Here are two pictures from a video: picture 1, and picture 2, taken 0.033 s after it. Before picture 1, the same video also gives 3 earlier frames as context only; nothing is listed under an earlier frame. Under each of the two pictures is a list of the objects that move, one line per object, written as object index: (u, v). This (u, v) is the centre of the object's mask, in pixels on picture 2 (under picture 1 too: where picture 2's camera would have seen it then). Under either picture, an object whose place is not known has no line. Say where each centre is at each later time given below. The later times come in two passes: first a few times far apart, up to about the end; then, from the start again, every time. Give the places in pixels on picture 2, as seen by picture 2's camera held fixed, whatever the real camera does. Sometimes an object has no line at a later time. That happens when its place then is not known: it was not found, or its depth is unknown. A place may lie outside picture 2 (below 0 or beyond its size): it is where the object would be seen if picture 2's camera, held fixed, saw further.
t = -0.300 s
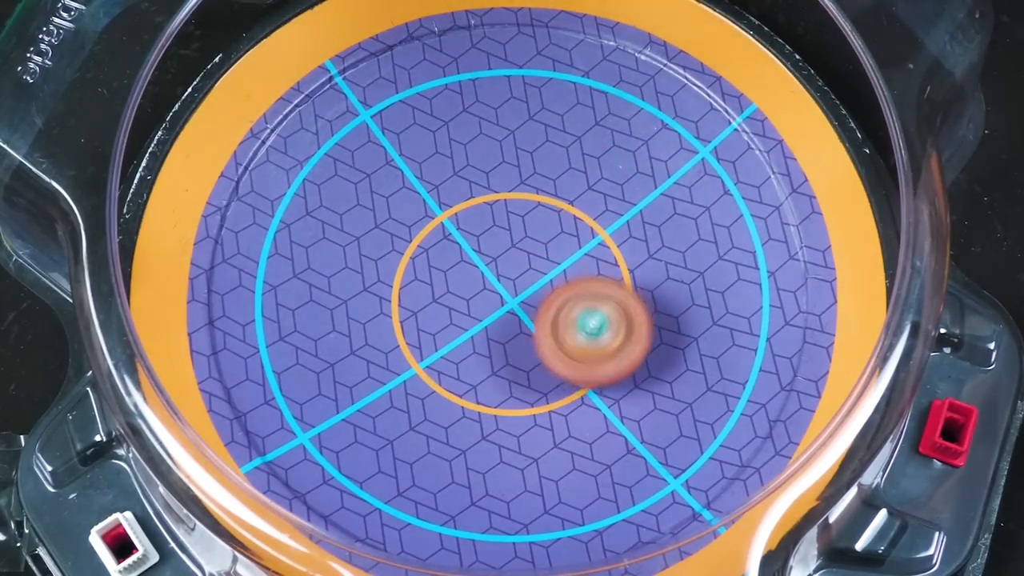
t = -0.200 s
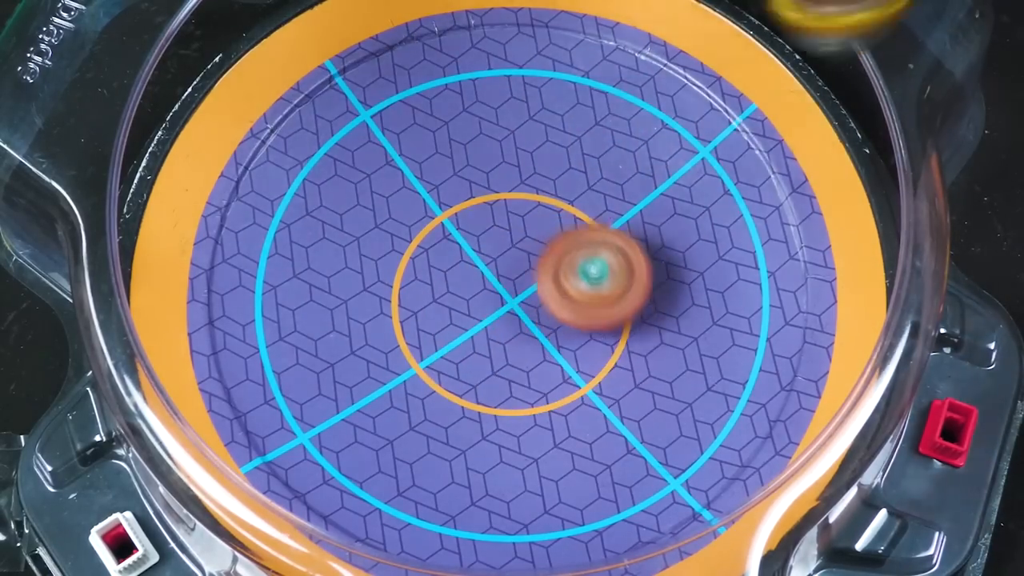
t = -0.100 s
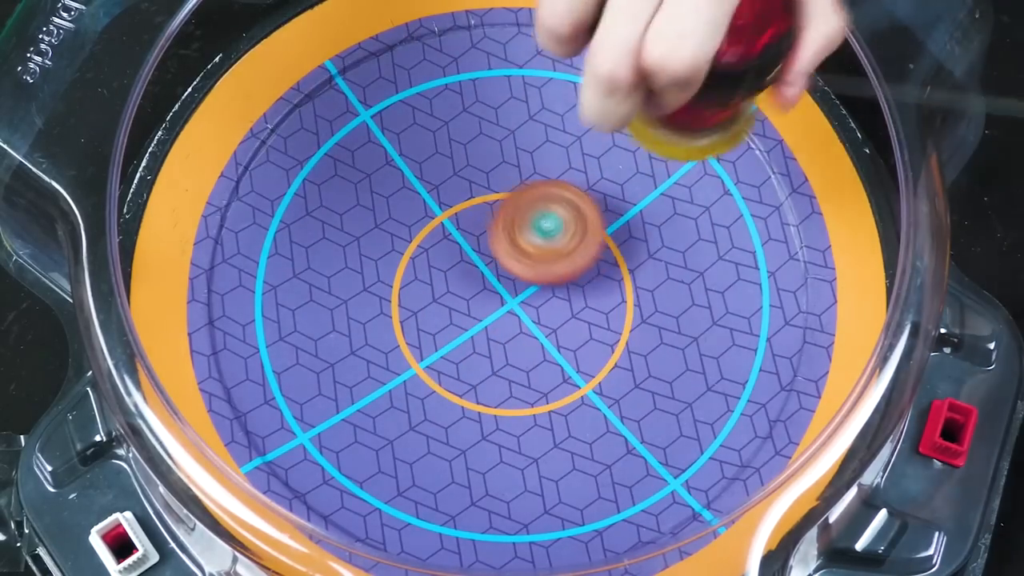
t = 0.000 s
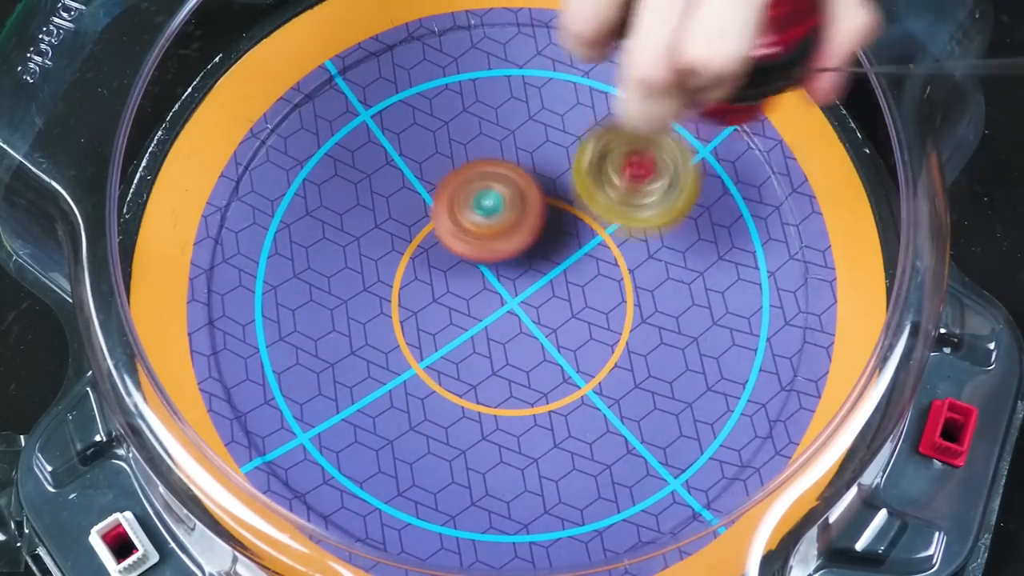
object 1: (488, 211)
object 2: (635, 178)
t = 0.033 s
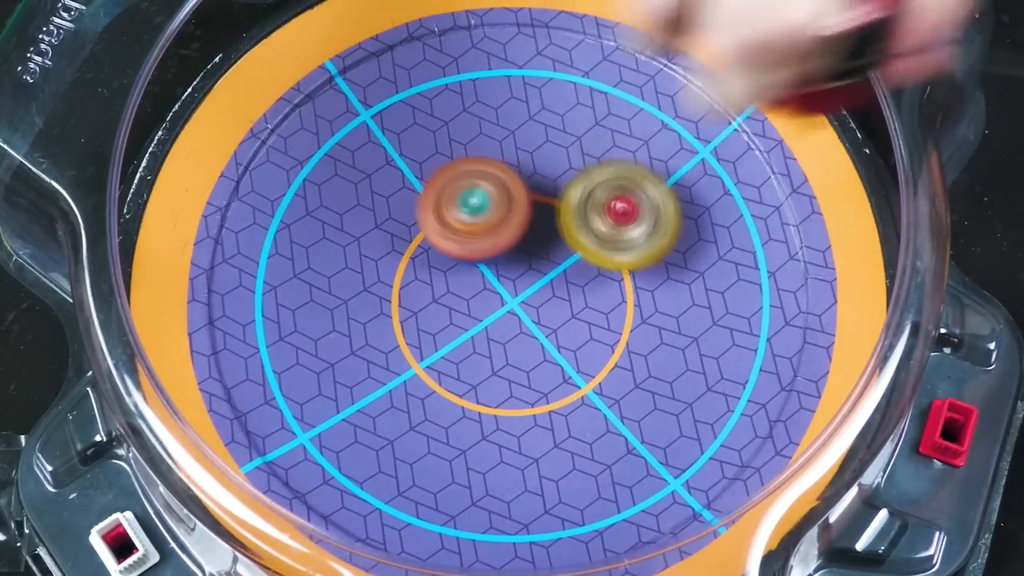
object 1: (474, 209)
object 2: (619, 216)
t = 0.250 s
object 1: (415, 237)
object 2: (537, 282)
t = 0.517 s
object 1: (421, 283)
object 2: (592, 369)
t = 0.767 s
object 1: (484, 276)
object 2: (670, 288)
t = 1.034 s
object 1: (479, 266)
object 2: (608, 202)
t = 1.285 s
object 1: (380, 281)
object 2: (636, 209)
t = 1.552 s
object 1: (473, 336)
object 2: (594, 225)
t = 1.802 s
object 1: (488, 323)
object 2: (629, 253)
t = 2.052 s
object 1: (435, 316)
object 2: (641, 267)
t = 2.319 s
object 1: (458, 358)
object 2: (565, 262)
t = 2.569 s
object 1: (436, 318)
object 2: (563, 292)
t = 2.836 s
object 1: (452, 299)
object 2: (599, 294)
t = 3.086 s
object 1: (429, 270)
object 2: (556, 313)
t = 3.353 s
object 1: (418, 242)
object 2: (521, 314)
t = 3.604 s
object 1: (393, 173)
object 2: (570, 358)
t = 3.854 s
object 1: (432, 230)
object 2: (531, 301)
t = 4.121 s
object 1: (467, 171)
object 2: (549, 300)
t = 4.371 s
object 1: (485, 165)
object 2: (544, 299)
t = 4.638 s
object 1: (503, 194)
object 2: (536, 312)
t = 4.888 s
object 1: (526, 179)
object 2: (524, 333)
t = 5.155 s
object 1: (535, 168)
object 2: (506, 349)
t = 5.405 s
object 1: (542, 203)
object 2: (499, 333)
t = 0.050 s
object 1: (469, 209)
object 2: (610, 210)
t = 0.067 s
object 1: (464, 210)
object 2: (600, 205)
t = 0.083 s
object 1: (461, 212)
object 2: (588, 201)
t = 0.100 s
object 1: (458, 215)
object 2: (577, 201)
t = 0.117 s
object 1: (453, 218)
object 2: (566, 204)
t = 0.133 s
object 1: (449, 223)
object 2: (554, 210)
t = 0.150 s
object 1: (443, 228)
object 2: (545, 218)
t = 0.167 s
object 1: (437, 228)
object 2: (542, 223)
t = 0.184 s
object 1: (431, 229)
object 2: (541, 229)
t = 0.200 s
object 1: (426, 230)
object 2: (541, 239)
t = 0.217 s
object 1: (422, 232)
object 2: (539, 252)
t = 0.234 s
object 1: (418, 234)
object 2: (538, 265)
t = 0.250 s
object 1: (415, 237)
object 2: (537, 282)
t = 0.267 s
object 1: (412, 239)
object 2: (536, 289)
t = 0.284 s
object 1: (411, 243)
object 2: (534, 296)
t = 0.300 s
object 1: (410, 246)
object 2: (531, 305)
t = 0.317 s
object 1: (409, 251)
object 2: (530, 317)
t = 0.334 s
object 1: (410, 256)
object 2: (529, 323)
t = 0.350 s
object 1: (411, 262)
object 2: (528, 329)
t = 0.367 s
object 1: (413, 268)
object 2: (527, 334)
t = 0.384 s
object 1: (416, 275)
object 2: (527, 338)
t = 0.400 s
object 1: (420, 282)
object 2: (528, 340)
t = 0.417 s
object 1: (421, 286)
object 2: (533, 345)
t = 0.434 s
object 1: (418, 285)
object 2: (543, 353)
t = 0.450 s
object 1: (416, 285)
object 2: (553, 359)
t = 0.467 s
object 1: (417, 285)
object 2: (563, 363)
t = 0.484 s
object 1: (417, 284)
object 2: (573, 366)
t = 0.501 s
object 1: (419, 284)
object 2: (582, 368)
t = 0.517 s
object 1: (421, 283)
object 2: (592, 369)
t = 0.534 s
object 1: (425, 282)
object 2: (601, 368)
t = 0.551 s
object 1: (429, 281)
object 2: (609, 366)
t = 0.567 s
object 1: (434, 280)
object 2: (618, 363)
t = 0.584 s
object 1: (439, 280)
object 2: (627, 359)
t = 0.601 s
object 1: (444, 279)
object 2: (636, 354)
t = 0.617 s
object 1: (449, 278)
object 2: (643, 348)
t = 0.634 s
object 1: (454, 278)
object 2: (650, 341)
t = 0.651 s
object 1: (460, 278)
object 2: (656, 335)
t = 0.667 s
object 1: (465, 277)
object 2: (661, 327)
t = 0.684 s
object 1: (469, 277)
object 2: (665, 320)
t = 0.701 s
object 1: (473, 276)
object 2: (668, 314)
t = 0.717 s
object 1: (476, 277)
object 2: (669, 307)
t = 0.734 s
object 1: (479, 276)
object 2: (671, 300)
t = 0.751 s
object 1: (482, 276)
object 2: (671, 294)
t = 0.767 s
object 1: (484, 276)
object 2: (670, 288)
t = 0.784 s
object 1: (486, 275)
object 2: (669, 282)
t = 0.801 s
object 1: (487, 275)
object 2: (667, 276)
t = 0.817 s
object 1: (488, 275)
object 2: (665, 270)
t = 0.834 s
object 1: (488, 274)
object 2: (662, 264)
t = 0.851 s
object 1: (489, 274)
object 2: (659, 258)
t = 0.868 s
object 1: (488, 273)
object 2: (654, 252)
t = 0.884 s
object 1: (488, 272)
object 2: (650, 247)
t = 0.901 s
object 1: (488, 272)
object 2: (646, 241)
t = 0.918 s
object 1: (487, 271)
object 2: (642, 235)
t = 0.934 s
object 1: (487, 271)
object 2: (637, 230)
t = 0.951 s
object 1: (485, 270)
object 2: (633, 225)
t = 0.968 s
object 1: (484, 269)
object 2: (628, 220)
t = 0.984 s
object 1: (482, 268)
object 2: (622, 215)
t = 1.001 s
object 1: (481, 267)
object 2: (617, 210)
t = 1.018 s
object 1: (480, 267)
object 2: (612, 206)
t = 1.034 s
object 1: (479, 266)
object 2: (608, 202)
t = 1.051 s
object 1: (477, 265)
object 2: (604, 200)
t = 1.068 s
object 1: (476, 264)
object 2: (599, 198)
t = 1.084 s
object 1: (476, 263)
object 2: (595, 197)
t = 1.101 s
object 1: (474, 262)
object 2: (591, 197)
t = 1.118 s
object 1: (474, 261)
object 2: (587, 199)
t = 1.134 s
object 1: (473, 260)
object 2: (583, 202)
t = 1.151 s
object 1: (467, 260)
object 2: (584, 205)
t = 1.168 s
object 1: (450, 263)
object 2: (596, 205)
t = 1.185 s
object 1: (433, 265)
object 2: (607, 205)
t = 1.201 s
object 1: (420, 267)
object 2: (616, 205)
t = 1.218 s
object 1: (408, 269)
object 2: (624, 206)
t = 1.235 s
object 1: (399, 272)
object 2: (629, 207)
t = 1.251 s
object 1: (391, 274)
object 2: (634, 208)
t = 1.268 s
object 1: (385, 278)
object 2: (636, 209)
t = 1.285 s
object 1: (380, 281)
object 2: (636, 209)
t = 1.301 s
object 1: (377, 284)
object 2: (636, 210)
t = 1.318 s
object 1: (376, 288)
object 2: (635, 210)
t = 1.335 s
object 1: (375, 292)
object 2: (633, 209)
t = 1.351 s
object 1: (377, 295)
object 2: (631, 209)
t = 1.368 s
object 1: (380, 299)
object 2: (629, 208)
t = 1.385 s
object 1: (384, 303)
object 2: (626, 206)
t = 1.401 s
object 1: (390, 308)
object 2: (622, 206)
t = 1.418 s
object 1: (396, 312)
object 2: (619, 204)
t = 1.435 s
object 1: (404, 316)
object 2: (616, 205)
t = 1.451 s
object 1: (412, 319)
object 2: (613, 206)
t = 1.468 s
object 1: (421, 324)
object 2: (610, 208)
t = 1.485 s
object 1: (431, 327)
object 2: (607, 209)
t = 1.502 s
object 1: (441, 331)
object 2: (604, 212)
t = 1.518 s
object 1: (452, 334)
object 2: (601, 216)
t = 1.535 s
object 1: (462, 335)
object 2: (598, 220)
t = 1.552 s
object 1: (473, 336)
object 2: (594, 225)
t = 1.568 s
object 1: (484, 335)
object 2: (591, 231)
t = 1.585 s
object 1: (495, 333)
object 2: (588, 238)
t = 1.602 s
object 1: (502, 331)
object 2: (587, 243)
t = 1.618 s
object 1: (499, 334)
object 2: (596, 243)
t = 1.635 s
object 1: (497, 337)
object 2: (605, 241)
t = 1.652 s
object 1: (494, 340)
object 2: (612, 241)
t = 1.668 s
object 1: (490, 341)
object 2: (618, 241)
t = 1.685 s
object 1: (486, 341)
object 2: (623, 242)
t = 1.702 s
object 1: (483, 339)
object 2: (628, 243)
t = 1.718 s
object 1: (480, 337)
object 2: (630, 244)
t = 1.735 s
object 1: (480, 335)
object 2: (632, 246)
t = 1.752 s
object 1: (480, 332)
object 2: (633, 247)
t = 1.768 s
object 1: (482, 330)
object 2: (632, 249)
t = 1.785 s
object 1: (484, 326)
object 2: (631, 251)
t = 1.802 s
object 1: (488, 323)
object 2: (629, 253)
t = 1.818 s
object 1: (491, 319)
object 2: (626, 256)
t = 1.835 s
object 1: (494, 315)
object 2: (623, 257)
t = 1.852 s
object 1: (497, 311)
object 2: (619, 259)
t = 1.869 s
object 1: (498, 308)
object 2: (616, 261)
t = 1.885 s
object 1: (489, 306)
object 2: (621, 260)
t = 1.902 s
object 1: (479, 304)
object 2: (629, 259)
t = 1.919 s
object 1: (469, 303)
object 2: (636, 260)
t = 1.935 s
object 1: (462, 302)
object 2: (641, 259)
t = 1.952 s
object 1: (455, 302)
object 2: (645, 260)
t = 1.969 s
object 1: (448, 303)
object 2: (648, 261)
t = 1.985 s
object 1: (444, 304)
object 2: (649, 262)
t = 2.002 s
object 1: (441, 306)
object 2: (648, 263)
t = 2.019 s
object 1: (438, 309)
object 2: (647, 264)
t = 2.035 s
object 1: (436, 312)
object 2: (644, 266)
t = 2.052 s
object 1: (435, 316)
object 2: (641, 267)
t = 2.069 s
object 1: (434, 320)
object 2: (637, 268)
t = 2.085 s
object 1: (434, 323)
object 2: (631, 269)
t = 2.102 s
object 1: (436, 327)
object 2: (626, 270)
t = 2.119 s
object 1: (439, 330)
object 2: (620, 271)
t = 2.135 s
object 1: (442, 333)
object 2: (613, 271)
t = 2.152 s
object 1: (445, 335)
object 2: (606, 271)
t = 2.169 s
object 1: (449, 337)
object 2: (599, 271)
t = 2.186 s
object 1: (454, 339)
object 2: (592, 270)
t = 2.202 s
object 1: (459, 341)
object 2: (585, 269)
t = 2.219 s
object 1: (463, 342)
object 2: (578, 269)
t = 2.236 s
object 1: (467, 344)
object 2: (572, 268)
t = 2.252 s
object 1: (470, 345)
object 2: (566, 268)
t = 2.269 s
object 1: (469, 349)
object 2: (565, 267)
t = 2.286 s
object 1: (465, 352)
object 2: (565, 265)
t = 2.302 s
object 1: (462, 355)
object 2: (565, 263)
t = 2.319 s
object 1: (458, 358)
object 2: (565, 262)
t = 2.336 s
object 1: (455, 359)
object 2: (565, 262)
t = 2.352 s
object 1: (451, 361)
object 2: (564, 263)
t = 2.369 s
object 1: (447, 361)
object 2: (564, 264)
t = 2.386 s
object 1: (445, 360)
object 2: (562, 266)
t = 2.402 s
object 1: (442, 358)
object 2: (562, 268)
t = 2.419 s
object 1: (439, 356)
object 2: (561, 271)
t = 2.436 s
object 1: (437, 354)
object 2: (561, 274)
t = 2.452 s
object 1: (435, 350)
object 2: (561, 278)
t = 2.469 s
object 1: (434, 347)
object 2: (560, 282)
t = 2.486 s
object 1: (433, 343)
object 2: (561, 285)
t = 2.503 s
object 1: (433, 338)
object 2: (561, 287)
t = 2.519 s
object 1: (432, 333)
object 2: (562, 289)
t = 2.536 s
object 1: (433, 328)
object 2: (563, 290)
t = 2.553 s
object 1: (434, 323)
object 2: (563, 291)
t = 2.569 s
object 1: (436, 318)
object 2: (563, 292)
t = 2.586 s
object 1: (439, 314)
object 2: (564, 292)
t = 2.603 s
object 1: (438, 309)
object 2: (567, 292)
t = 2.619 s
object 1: (436, 306)
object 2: (572, 292)
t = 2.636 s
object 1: (435, 303)
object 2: (576, 292)
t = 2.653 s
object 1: (434, 300)
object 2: (581, 292)
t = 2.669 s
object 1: (434, 299)
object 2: (585, 293)
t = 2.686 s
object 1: (435, 297)
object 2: (588, 293)
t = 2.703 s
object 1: (437, 296)
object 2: (591, 292)
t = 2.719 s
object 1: (438, 296)
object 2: (594, 292)
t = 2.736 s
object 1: (441, 296)
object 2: (596, 292)
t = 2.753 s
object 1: (443, 296)
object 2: (598, 292)
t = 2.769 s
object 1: (446, 297)
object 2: (599, 292)
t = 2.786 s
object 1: (448, 299)
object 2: (600, 292)
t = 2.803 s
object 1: (449, 300)
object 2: (600, 292)
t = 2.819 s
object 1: (451, 300)
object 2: (600, 293)
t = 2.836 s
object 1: (452, 299)
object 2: (599, 294)
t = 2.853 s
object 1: (452, 298)
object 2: (598, 295)
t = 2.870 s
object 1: (453, 297)
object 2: (597, 297)
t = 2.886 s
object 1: (452, 295)
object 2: (595, 298)
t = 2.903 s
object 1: (451, 293)
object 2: (593, 299)
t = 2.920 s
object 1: (449, 291)
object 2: (591, 300)
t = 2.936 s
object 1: (447, 289)
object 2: (589, 302)
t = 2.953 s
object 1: (445, 286)
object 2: (586, 304)
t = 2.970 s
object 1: (442, 283)
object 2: (583, 305)
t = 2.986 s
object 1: (439, 280)
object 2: (579, 307)
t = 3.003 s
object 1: (437, 278)
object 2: (576, 308)
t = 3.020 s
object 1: (435, 275)
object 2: (571, 309)
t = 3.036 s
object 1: (434, 273)
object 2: (567, 310)
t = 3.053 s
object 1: (432, 272)
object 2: (564, 311)
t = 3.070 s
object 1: (431, 271)
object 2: (560, 312)
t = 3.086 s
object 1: (429, 270)
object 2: (556, 313)
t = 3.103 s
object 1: (428, 269)
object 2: (552, 313)
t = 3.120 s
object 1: (427, 268)
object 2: (548, 313)
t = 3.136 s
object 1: (426, 267)
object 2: (544, 314)
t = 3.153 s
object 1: (426, 266)
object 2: (540, 314)
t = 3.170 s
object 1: (425, 266)
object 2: (536, 314)
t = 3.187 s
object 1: (422, 263)
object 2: (535, 316)
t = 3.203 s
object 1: (419, 259)
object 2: (535, 318)
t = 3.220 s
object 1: (416, 256)
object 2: (533, 319)
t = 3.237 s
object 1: (414, 253)
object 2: (532, 319)
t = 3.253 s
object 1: (413, 250)
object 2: (530, 319)
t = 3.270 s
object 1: (412, 248)
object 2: (529, 319)
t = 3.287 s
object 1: (413, 246)
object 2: (527, 319)
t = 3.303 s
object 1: (413, 245)
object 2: (525, 318)
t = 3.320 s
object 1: (415, 243)
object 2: (524, 317)
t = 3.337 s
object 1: (416, 242)
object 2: (522, 315)
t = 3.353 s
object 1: (418, 242)
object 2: (521, 314)
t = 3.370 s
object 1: (420, 240)
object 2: (520, 313)
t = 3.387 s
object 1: (415, 231)
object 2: (527, 320)
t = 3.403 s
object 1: (408, 218)
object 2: (537, 330)
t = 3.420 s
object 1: (403, 207)
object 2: (545, 338)
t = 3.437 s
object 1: (399, 197)
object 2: (552, 345)
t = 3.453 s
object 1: (395, 188)
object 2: (558, 350)
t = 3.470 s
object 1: (392, 181)
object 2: (563, 354)
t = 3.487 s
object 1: (390, 176)
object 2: (568, 357)
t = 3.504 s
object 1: (389, 171)
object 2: (571, 360)
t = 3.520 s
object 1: (388, 168)
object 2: (573, 362)
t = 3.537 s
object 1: (388, 167)
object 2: (574, 362)
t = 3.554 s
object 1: (389, 167)
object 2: (574, 362)
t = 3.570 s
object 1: (390, 168)
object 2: (574, 362)
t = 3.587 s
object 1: (391, 170)
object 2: (572, 360)
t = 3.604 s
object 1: (393, 173)
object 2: (570, 358)
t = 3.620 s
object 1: (394, 177)
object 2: (568, 355)
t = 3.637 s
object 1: (396, 180)
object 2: (564, 352)
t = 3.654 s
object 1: (399, 185)
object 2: (561, 348)
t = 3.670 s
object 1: (401, 190)
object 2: (558, 344)
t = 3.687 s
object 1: (404, 194)
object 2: (555, 341)
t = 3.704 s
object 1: (407, 199)
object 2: (551, 336)
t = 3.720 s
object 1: (410, 204)
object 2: (548, 332)
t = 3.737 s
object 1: (413, 209)
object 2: (545, 328)
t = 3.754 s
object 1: (416, 213)
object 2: (542, 323)
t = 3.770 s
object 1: (419, 217)
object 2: (539, 319)
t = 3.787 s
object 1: (422, 221)
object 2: (537, 314)
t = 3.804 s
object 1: (425, 225)
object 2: (534, 310)
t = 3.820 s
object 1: (428, 228)
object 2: (532, 305)
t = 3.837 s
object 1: (431, 231)
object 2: (530, 301)
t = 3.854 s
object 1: (432, 230)
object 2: (531, 301)
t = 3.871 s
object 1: (431, 225)
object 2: (535, 306)
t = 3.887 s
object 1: (430, 221)
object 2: (539, 309)
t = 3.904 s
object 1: (429, 218)
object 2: (542, 311)
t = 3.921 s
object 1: (428, 214)
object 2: (545, 313)
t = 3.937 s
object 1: (428, 211)
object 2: (547, 314)
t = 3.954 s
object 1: (431, 208)
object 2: (549, 314)
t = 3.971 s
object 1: (433, 204)
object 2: (550, 313)
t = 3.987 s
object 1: (437, 200)
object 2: (551, 313)
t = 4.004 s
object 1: (441, 196)
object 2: (551, 312)
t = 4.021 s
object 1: (445, 192)
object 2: (551, 310)
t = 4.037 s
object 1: (449, 188)
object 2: (551, 309)
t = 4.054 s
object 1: (453, 184)
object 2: (551, 308)
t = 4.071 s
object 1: (456, 181)
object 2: (551, 306)
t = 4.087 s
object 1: (460, 177)
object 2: (550, 304)
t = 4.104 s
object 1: (463, 174)
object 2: (550, 302)
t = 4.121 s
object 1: (467, 171)
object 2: (549, 300)
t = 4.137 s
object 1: (470, 168)
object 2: (549, 298)
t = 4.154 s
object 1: (472, 166)
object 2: (548, 296)
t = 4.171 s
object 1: (474, 165)
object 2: (547, 294)
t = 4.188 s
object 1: (476, 165)
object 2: (546, 292)
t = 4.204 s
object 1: (478, 165)
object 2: (546, 290)
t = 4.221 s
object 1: (479, 166)
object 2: (545, 288)
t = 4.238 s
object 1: (481, 168)
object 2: (544, 287)
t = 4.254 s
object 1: (482, 169)
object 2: (543, 285)
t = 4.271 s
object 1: (483, 172)
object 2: (543, 284)
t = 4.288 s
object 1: (483, 174)
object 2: (542, 282)
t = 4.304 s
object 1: (483, 177)
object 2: (541, 280)
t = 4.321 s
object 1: (484, 178)
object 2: (540, 280)
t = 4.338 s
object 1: (484, 175)
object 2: (541, 286)
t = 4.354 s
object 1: (484, 170)
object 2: (542, 293)
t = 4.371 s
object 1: (485, 165)
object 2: (544, 299)
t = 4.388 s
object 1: (486, 163)
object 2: (544, 303)
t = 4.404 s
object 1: (487, 161)
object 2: (544, 307)
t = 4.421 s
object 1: (489, 161)
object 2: (544, 311)
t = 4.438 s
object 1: (490, 161)
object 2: (543, 313)
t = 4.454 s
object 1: (491, 162)
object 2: (543, 315)
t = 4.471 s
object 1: (493, 164)
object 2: (543, 317)
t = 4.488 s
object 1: (494, 166)
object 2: (542, 318)
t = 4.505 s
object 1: (496, 169)
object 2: (542, 318)
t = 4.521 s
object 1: (497, 172)
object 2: (541, 318)
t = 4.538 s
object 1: (498, 175)
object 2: (540, 318)
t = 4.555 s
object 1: (499, 178)
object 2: (539, 318)
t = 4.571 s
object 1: (500, 181)
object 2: (539, 317)
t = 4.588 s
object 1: (501, 184)
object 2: (538, 316)
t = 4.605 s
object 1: (502, 187)
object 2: (538, 315)
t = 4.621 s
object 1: (502, 191)
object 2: (537, 313)
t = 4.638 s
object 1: (503, 194)
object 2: (536, 312)
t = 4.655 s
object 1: (503, 197)
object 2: (535, 311)
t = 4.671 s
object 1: (504, 200)
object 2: (535, 310)
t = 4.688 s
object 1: (504, 199)
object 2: (534, 313)
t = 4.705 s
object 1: (504, 195)
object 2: (534, 318)
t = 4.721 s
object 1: (505, 191)
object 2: (533, 323)
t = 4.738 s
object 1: (506, 187)
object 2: (532, 327)
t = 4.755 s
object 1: (508, 184)
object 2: (531, 330)
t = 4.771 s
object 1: (511, 182)
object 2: (530, 333)
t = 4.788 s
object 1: (514, 180)
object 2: (530, 334)
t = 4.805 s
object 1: (516, 178)
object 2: (529, 335)
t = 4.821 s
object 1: (519, 177)
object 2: (527, 336)
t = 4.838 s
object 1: (521, 177)
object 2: (527, 336)
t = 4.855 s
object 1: (523, 177)
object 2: (526, 336)
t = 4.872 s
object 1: (525, 178)
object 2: (525, 335)
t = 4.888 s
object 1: (526, 179)
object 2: (524, 333)
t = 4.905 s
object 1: (527, 180)
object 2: (523, 332)
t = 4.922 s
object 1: (527, 182)
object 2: (522, 330)
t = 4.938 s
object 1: (527, 184)
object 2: (522, 328)
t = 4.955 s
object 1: (527, 186)
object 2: (522, 326)
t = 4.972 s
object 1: (527, 188)
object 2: (522, 324)
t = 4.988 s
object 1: (527, 190)
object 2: (521, 322)
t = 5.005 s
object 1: (527, 192)
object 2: (521, 320)
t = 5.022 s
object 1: (526, 195)
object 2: (521, 318)
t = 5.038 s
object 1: (525, 197)
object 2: (520, 316)
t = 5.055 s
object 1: (524, 199)
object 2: (520, 313)
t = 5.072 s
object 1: (524, 200)
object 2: (519, 313)
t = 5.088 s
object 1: (525, 193)
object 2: (516, 321)
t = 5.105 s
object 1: (527, 184)
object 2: (513, 331)
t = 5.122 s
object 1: (530, 177)
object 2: (511, 339)
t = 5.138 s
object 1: (532, 172)
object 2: (509, 344)
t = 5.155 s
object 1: (535, 168)
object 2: (506, 349)
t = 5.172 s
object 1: (538, 166)
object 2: (504, 352)
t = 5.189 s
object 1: (542, 166)
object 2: (502, 355)
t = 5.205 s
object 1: (545, 166)
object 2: (501, 356)
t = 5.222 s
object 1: (547, 166)
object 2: (500, 356)
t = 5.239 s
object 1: (549, 168)
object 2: (499, 355)
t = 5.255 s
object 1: (550, 169)
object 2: (498, 355)
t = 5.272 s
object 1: (551, 172)
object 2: (498, 353)
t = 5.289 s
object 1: (551, 175)
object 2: (498, 351)
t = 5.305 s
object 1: (551, 179)
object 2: (497, 348)
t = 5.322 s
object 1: (550, 182)
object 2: (497, 346)
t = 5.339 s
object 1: (549, 186)
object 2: (498, 344)
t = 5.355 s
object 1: (548, 190)
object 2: (498, 341)
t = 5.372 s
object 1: (546, 194)
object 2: (498, 338)
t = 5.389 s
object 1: (544, 199)
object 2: (498, 336)
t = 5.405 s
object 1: (542, 203)
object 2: (499, 333)
